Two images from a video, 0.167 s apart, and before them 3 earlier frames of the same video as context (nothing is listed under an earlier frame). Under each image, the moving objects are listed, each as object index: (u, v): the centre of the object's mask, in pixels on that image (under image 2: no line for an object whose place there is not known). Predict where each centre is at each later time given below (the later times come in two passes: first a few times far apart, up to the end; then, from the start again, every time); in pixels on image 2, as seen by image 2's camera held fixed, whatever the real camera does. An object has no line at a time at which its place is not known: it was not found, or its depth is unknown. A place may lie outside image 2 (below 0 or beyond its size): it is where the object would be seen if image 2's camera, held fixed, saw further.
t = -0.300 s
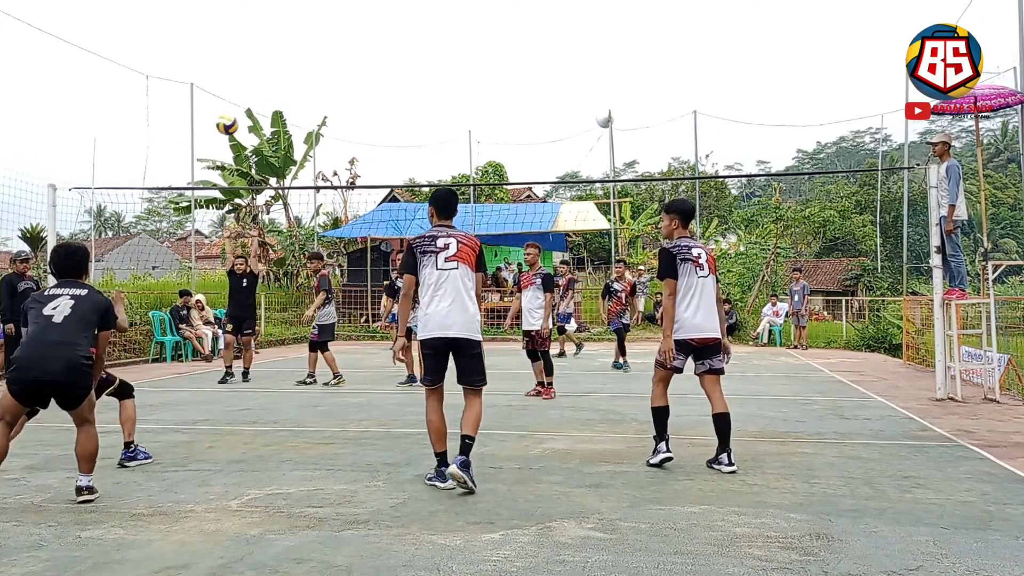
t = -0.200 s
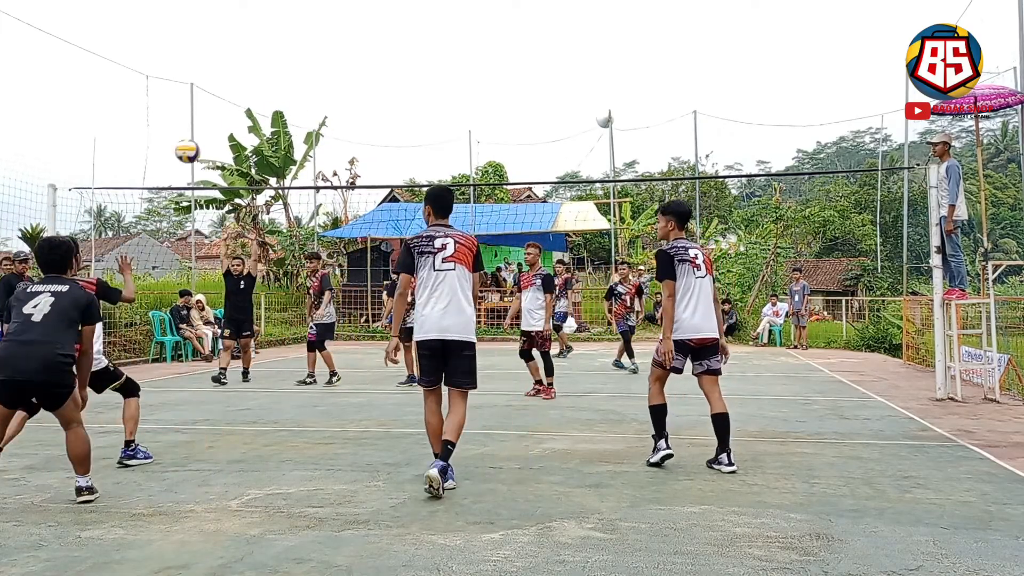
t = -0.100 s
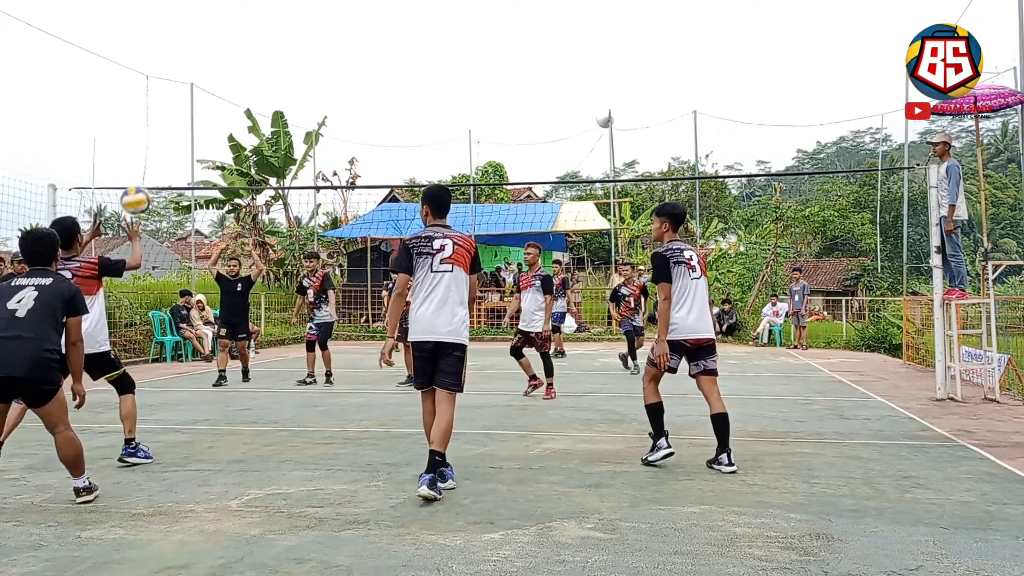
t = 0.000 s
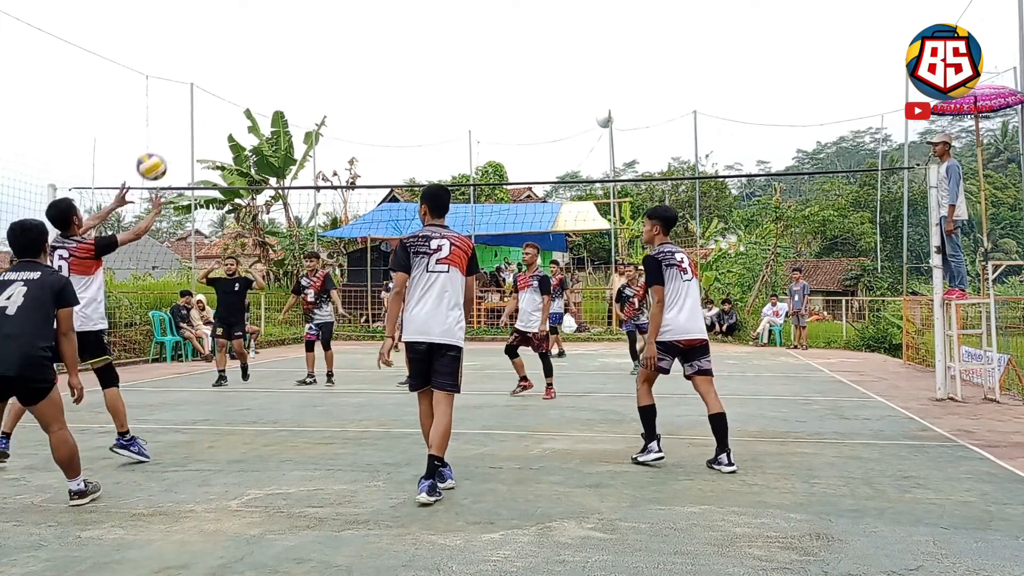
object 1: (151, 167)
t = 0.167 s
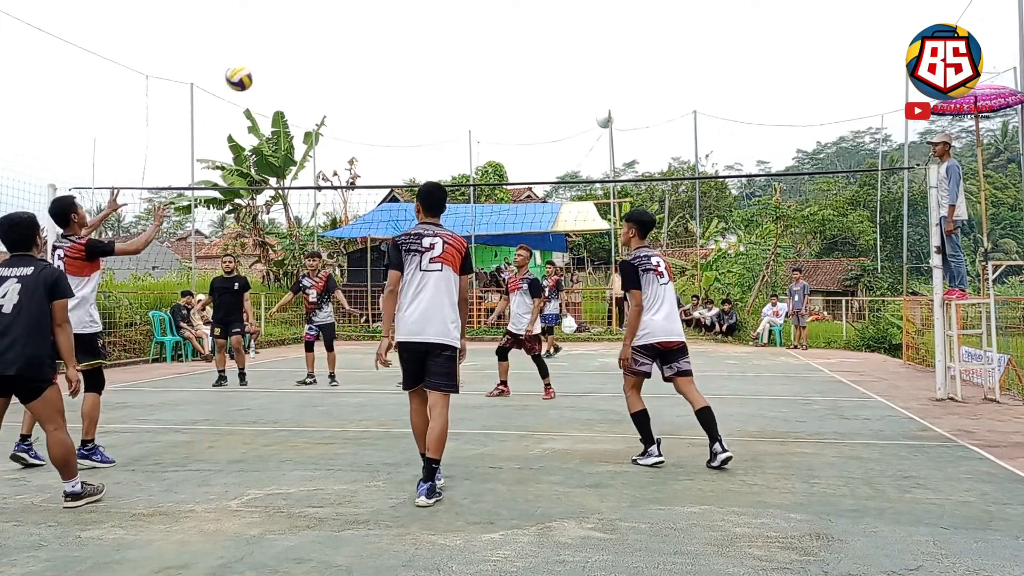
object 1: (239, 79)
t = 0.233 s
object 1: (270, 56)
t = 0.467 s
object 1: (367, 25)
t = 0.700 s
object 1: (444, 54)
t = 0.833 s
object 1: (480, 93)
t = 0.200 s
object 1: (255, 67)
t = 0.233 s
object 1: (270, 56)
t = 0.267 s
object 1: (285, 48)
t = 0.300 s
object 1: (300, 40)
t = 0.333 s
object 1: (314, 35)
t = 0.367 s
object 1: (328, 30)
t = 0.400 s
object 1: (342, 28)
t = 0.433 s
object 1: (354, 26)
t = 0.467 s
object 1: (367, 25)
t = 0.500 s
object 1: (379, 26)
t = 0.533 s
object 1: (391, 28)
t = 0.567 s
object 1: (402, 31)
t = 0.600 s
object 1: (413, 36)
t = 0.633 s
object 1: (424, 41)
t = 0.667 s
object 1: (434, 47)
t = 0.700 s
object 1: (444, 54)
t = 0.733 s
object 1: (454, 63)
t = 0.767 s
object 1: (463, 72)
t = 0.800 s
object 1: (472, 82)
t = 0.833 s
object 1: (480, 93)
